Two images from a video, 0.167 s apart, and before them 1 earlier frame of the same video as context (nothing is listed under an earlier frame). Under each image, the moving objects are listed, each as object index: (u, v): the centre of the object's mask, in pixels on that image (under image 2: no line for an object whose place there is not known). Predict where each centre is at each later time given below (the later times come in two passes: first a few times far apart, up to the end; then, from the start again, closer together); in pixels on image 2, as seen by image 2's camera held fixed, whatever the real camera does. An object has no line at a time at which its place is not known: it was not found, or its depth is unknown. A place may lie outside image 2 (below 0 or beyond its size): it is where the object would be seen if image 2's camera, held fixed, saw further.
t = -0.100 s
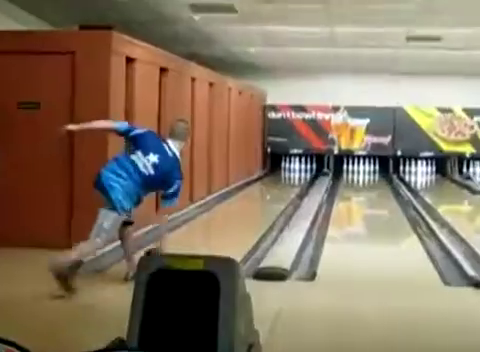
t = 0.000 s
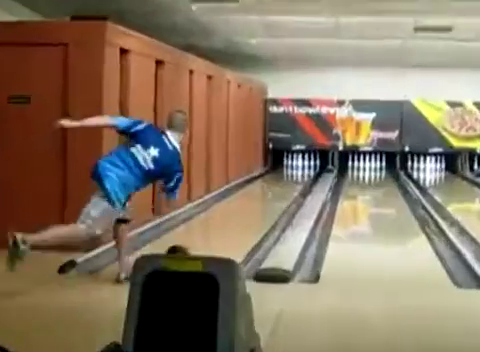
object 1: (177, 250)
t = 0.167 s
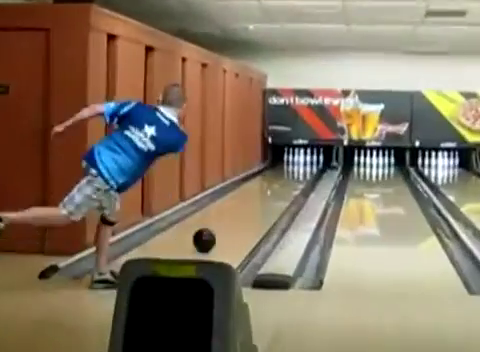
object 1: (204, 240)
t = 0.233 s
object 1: (215, 234)
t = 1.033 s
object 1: (288, 184)
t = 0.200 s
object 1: (209, 236)
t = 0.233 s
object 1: (215, 234)
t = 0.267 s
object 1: (220, 230)
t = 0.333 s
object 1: (229, 224)
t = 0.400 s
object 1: (237, 219)
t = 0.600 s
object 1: (258, 205)
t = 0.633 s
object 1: (260, 203)
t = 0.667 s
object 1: (263, 201)
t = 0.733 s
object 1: (268, 197)
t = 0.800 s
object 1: (273, 193)
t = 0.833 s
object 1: (275, 192)
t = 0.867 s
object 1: (280, 191)
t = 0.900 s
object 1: (282, 190)
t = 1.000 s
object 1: (287, 186)
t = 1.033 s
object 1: (288, 184)
